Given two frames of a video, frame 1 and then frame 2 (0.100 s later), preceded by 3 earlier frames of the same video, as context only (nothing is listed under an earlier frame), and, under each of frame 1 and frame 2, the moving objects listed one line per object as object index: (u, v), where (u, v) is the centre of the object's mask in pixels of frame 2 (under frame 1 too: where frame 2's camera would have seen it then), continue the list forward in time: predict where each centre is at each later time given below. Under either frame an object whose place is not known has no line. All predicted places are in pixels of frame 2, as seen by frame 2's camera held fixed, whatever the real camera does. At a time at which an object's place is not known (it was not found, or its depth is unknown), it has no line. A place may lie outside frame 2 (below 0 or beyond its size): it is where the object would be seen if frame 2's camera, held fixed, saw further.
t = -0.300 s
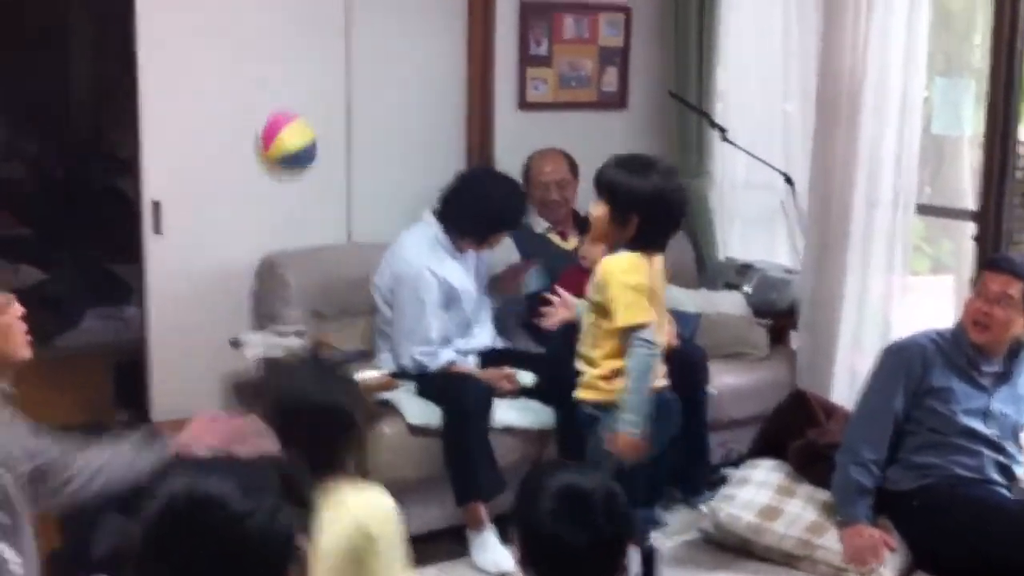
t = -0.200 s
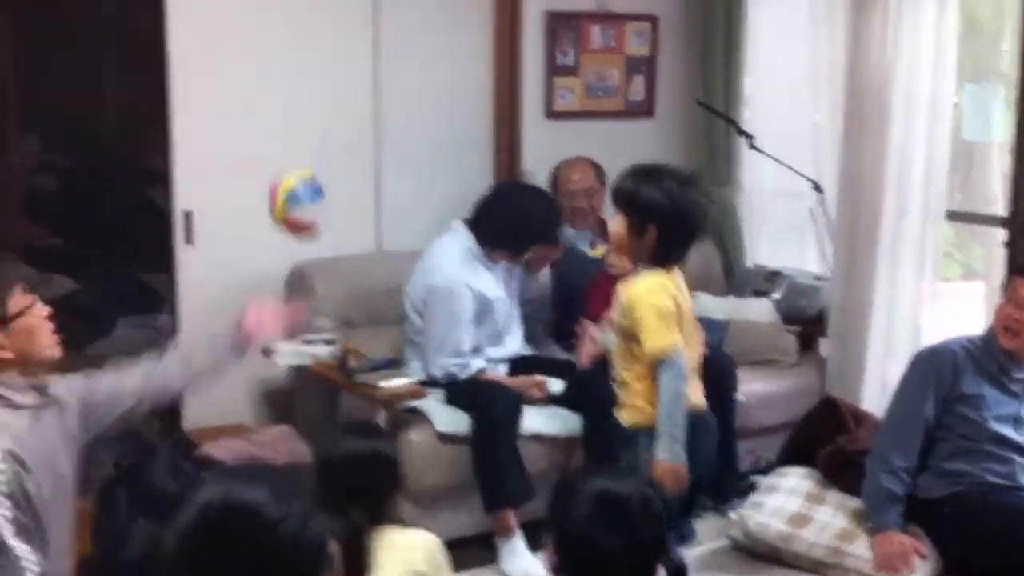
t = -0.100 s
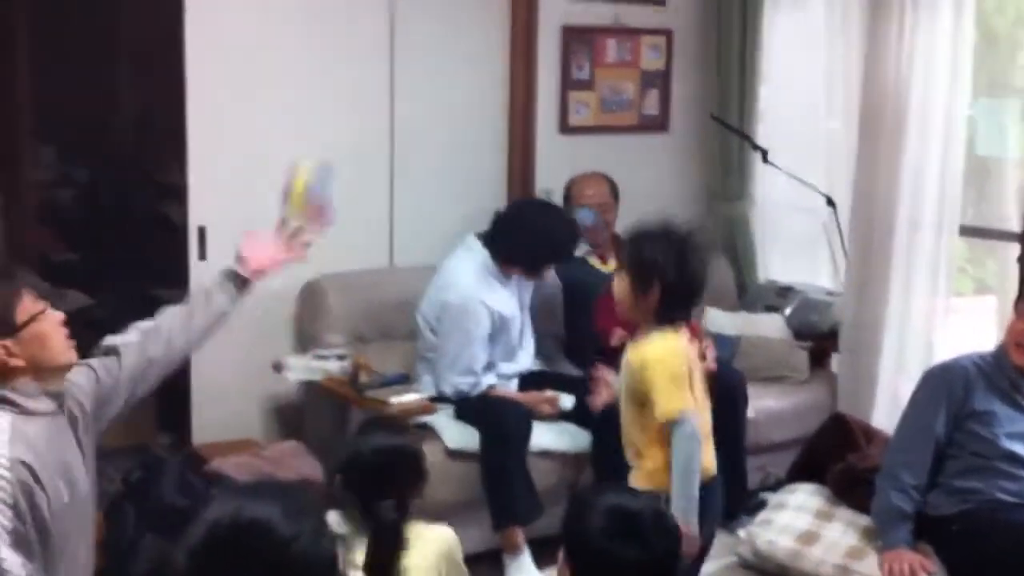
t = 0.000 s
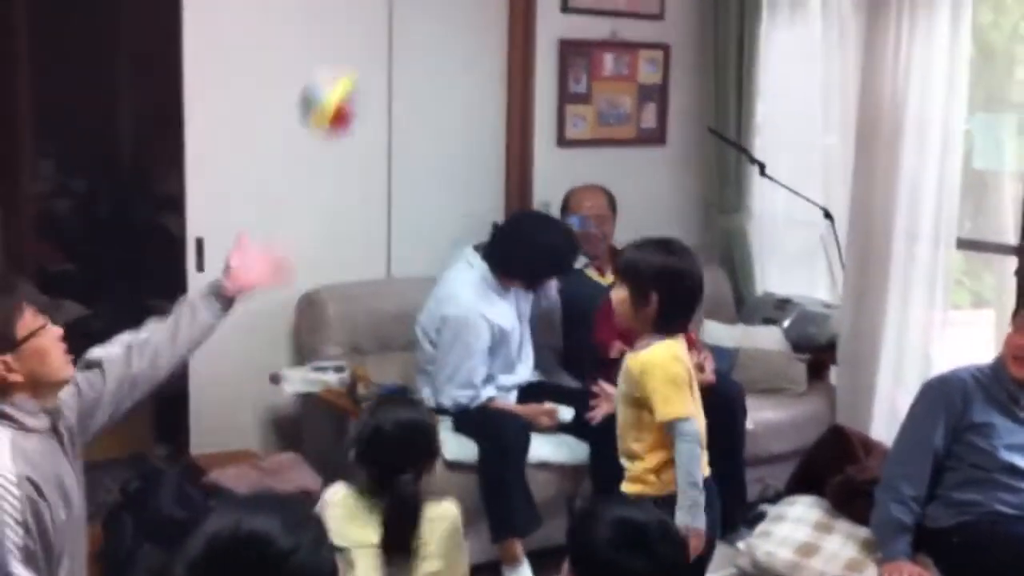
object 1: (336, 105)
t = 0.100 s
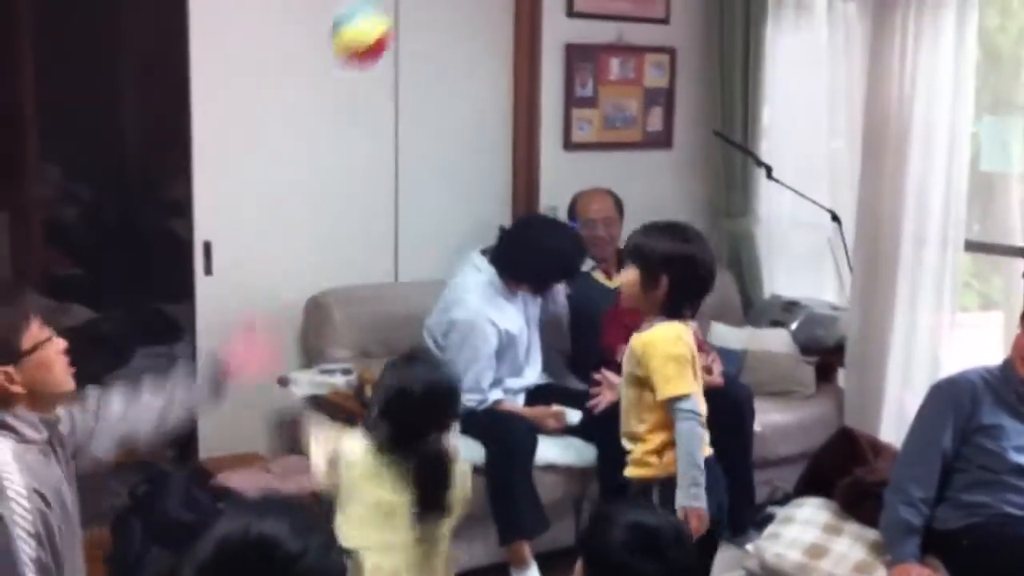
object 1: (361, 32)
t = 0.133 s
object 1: (370, 22)
